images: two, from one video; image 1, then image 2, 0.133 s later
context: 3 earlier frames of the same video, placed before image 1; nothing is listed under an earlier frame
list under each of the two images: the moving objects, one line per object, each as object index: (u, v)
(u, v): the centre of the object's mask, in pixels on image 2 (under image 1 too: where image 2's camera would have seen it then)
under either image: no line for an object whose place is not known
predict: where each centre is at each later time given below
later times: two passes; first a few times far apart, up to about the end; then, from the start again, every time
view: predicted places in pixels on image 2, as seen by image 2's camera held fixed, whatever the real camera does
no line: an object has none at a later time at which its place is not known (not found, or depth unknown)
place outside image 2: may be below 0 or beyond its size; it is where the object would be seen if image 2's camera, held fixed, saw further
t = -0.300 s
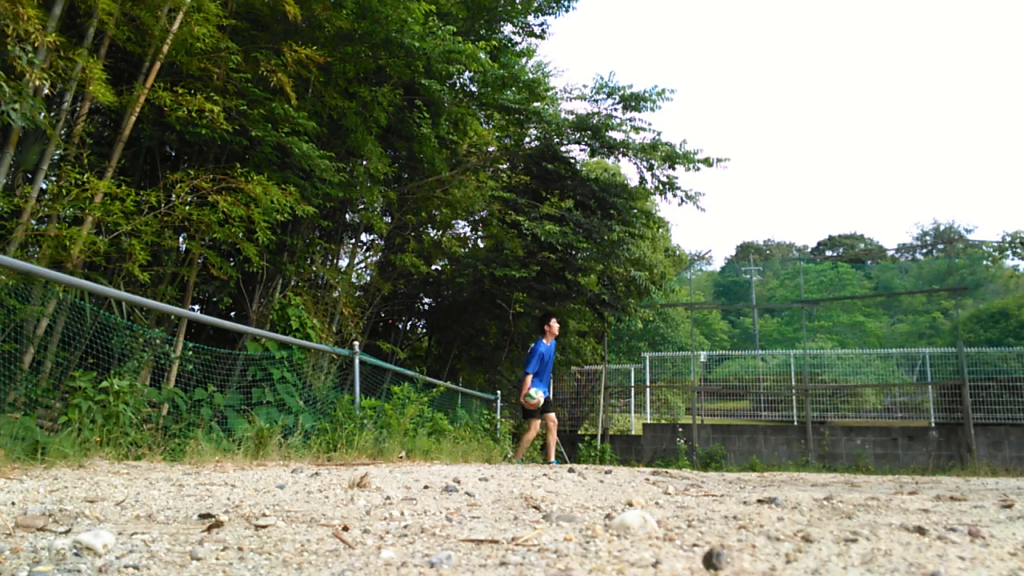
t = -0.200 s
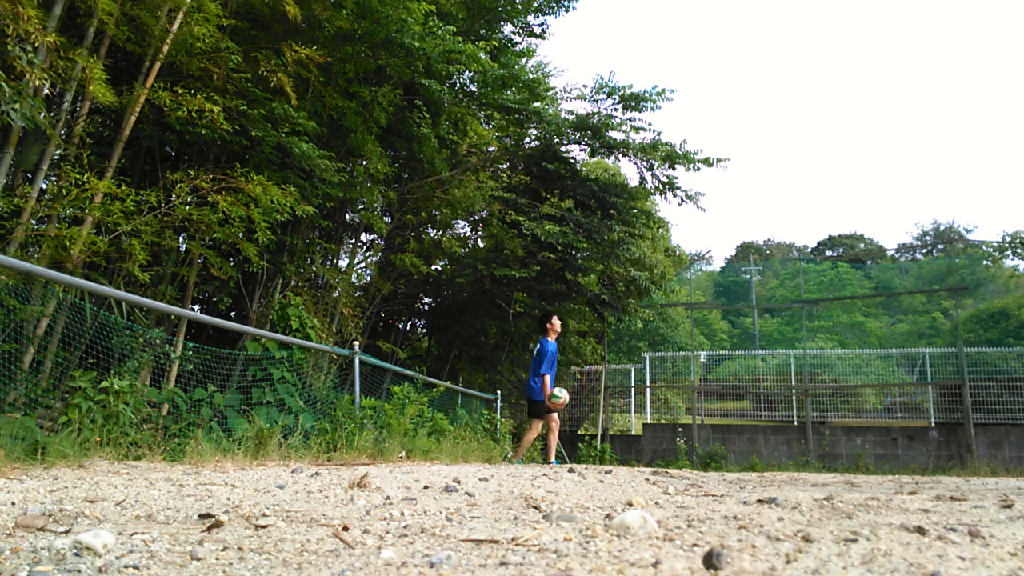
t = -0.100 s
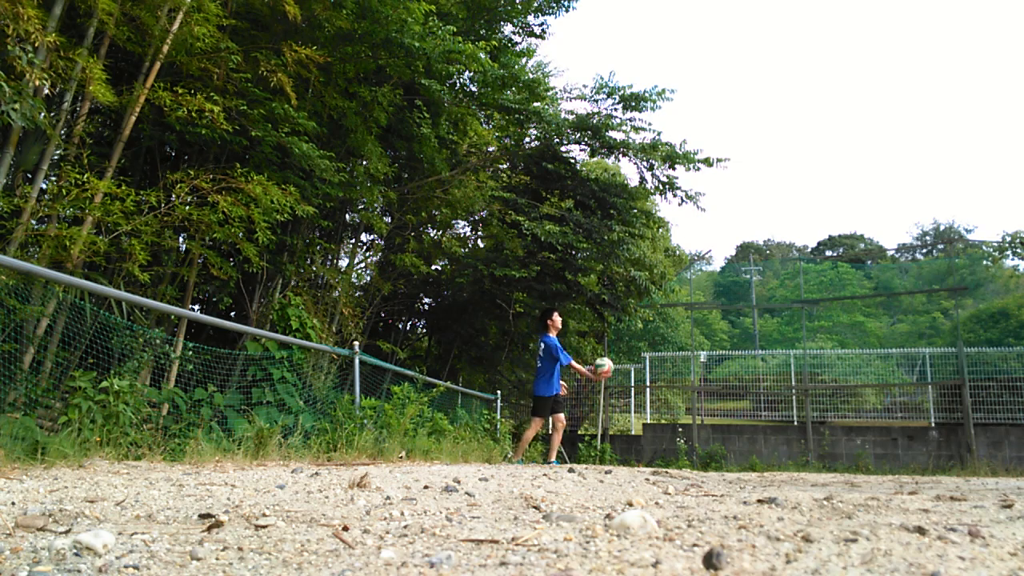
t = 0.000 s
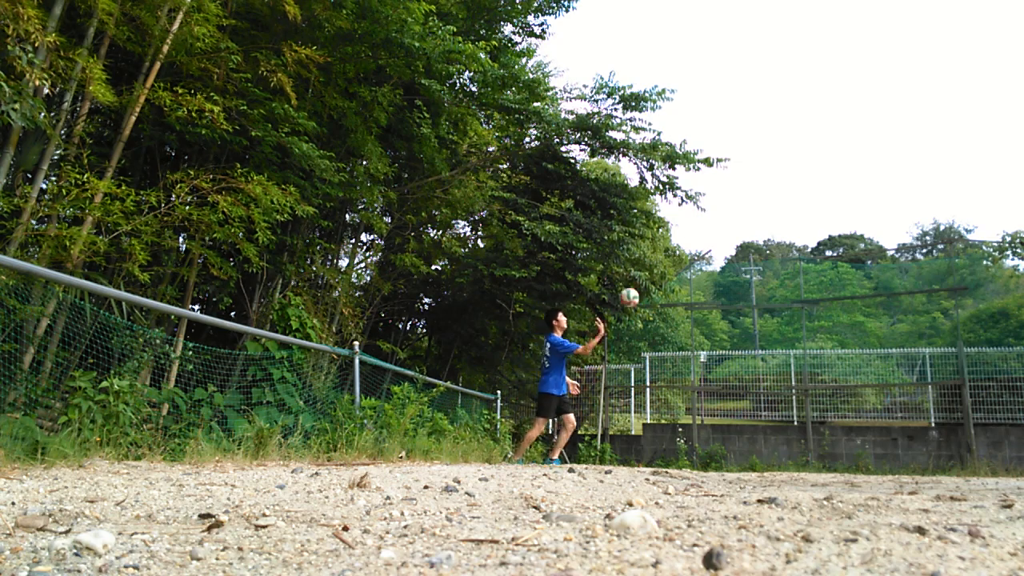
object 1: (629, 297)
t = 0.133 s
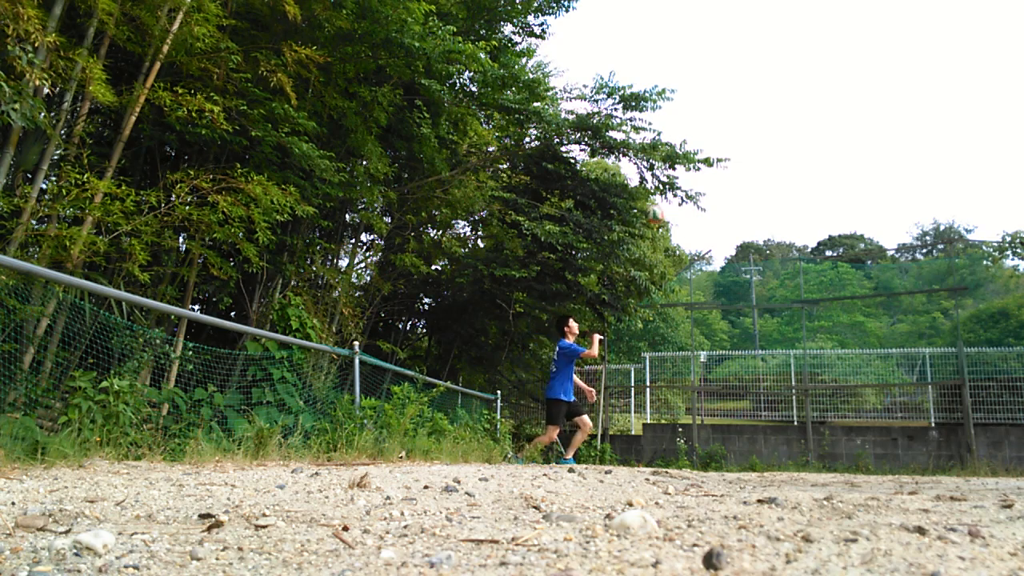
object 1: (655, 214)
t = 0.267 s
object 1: (682, 150)
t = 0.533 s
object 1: (735, 64)
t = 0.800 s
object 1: (790, 36)
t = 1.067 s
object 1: (850, 65)
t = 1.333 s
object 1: (915, 161)
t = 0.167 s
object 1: (662, 197)
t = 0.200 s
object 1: (671, 183)
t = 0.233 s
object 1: (675, 164)
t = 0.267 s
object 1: (682, 150)
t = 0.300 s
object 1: (688, 136)
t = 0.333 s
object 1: (695, 123)
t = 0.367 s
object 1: (702, 112)
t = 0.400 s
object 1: (709, 100)
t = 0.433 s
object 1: (715, 90)
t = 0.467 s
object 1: (722, 81)
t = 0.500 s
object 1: (728, 73)
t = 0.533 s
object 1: (735, 64)
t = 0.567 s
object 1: (742, 58)
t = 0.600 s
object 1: (749, 52)
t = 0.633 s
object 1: (756, 48)
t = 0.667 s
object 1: (763, 43)
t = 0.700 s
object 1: (769, 40)
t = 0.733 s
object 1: (777, 38)
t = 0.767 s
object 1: (783, 37)
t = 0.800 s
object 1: (790, 36)
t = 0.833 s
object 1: (798, 36)
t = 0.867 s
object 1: (805, 37)
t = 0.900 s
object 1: (812, 40)
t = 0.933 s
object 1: (819, 43)
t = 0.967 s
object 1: (827, 47)
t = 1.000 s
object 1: (834, 52)
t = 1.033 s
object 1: (842, 58)
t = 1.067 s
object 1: (850, 65)
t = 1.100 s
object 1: (857, 73)
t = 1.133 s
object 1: (866, 82)
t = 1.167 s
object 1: (873, 93)
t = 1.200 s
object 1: (881, 104)
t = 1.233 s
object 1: (890, 116)
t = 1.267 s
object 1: (898, 130)
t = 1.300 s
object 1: (907, 145)
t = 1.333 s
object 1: (915, 161)
